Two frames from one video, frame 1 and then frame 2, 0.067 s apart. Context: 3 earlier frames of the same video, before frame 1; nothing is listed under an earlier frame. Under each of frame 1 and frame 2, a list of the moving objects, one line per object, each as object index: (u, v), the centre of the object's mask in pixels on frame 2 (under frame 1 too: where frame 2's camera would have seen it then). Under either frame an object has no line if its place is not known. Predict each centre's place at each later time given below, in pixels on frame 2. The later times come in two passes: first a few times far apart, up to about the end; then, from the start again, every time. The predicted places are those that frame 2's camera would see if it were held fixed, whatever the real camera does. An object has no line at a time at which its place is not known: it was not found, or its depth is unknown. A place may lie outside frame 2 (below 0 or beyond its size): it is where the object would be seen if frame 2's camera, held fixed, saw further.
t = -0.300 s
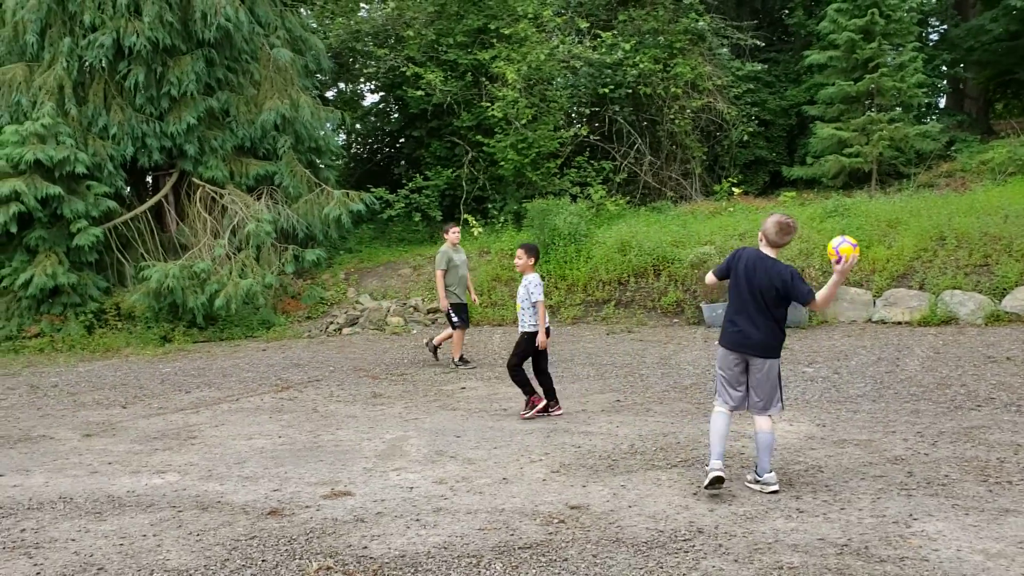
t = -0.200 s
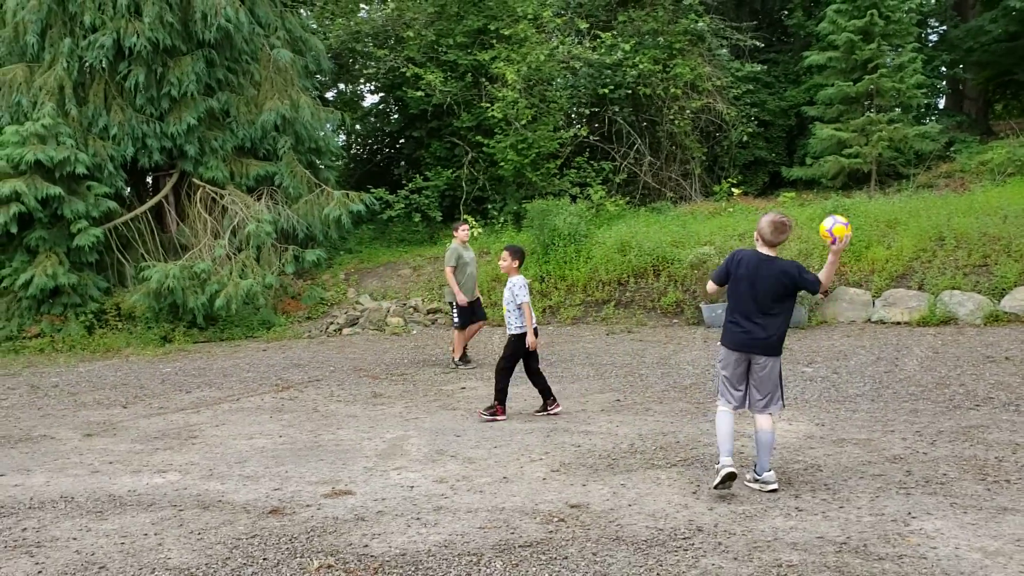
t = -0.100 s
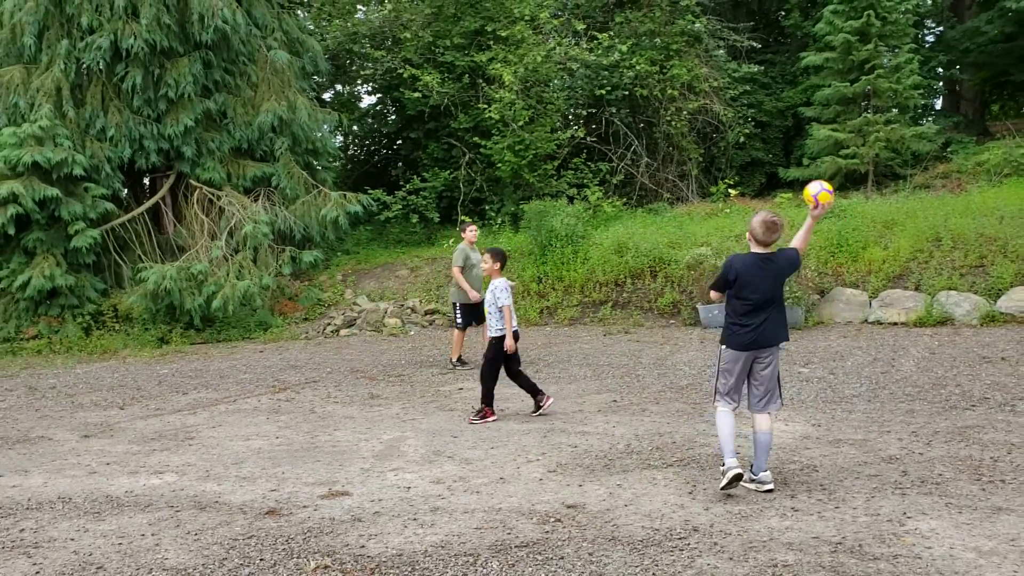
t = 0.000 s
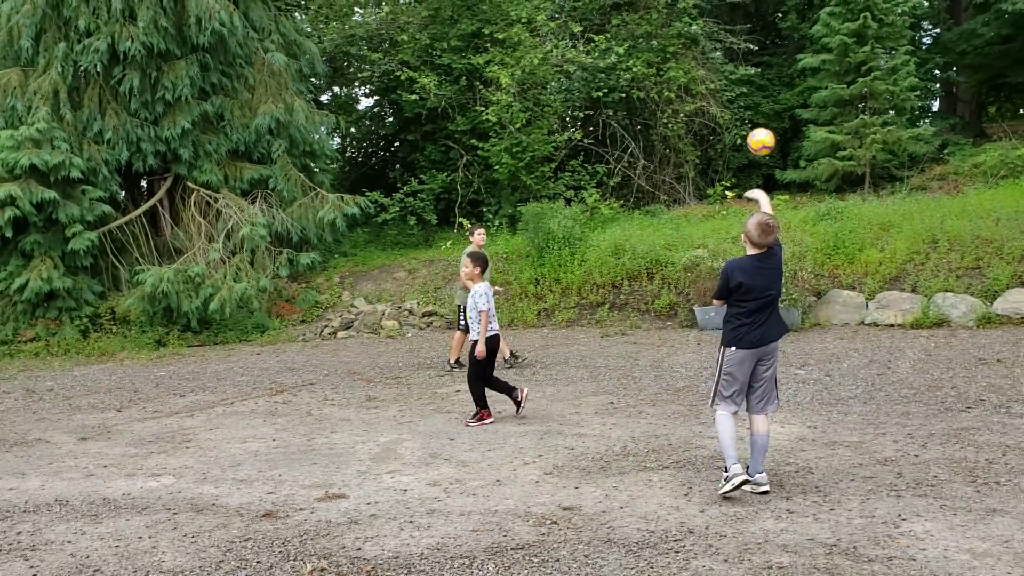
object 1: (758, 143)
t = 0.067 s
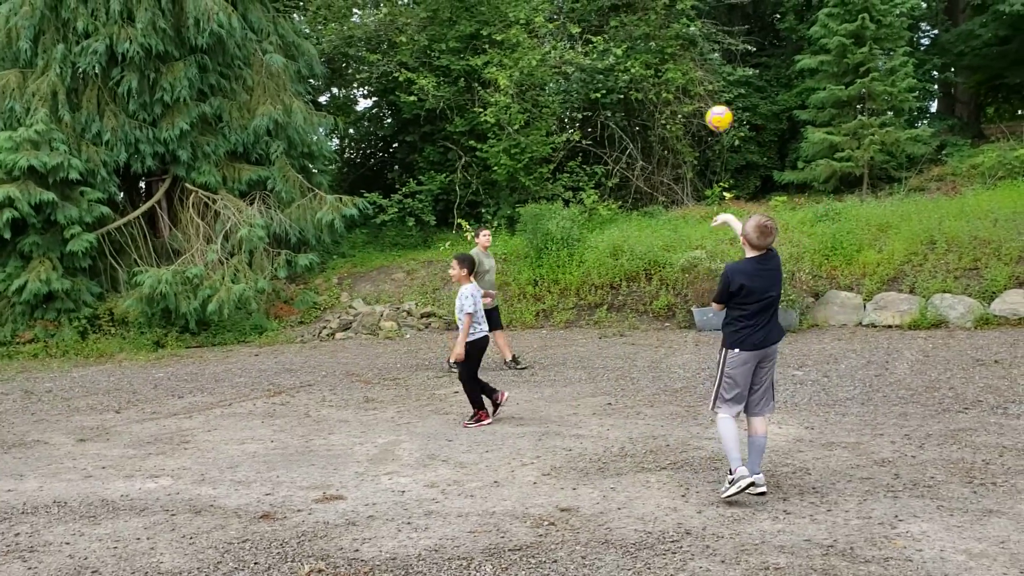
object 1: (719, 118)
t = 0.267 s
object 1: (627, 93)
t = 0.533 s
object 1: (543, 141)
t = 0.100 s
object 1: (701, 109)
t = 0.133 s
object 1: (684, 102)
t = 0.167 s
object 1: (668, 97)
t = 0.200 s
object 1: (653, 94)
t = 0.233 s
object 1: (640, 93)
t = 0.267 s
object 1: (627, 93)
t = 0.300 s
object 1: (615, 95)
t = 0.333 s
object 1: (603, 99)
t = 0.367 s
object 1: (592, 103)
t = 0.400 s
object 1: (581, 109)
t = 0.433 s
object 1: (571, 116)
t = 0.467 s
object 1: (561, 123)
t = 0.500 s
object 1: (552, 132)
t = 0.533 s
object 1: (543, 141)
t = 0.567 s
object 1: (534, 151)
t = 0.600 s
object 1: (527, 163)
